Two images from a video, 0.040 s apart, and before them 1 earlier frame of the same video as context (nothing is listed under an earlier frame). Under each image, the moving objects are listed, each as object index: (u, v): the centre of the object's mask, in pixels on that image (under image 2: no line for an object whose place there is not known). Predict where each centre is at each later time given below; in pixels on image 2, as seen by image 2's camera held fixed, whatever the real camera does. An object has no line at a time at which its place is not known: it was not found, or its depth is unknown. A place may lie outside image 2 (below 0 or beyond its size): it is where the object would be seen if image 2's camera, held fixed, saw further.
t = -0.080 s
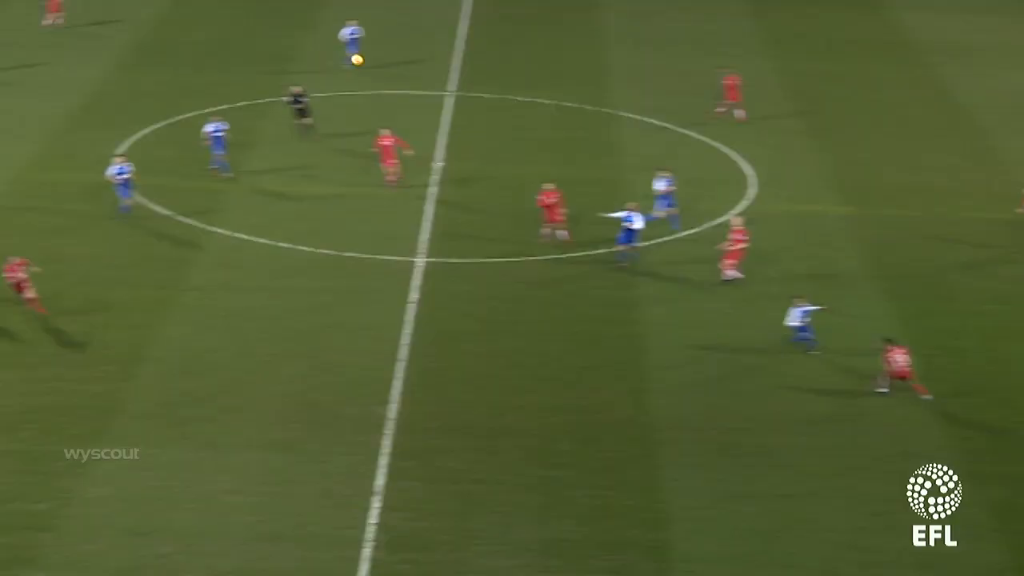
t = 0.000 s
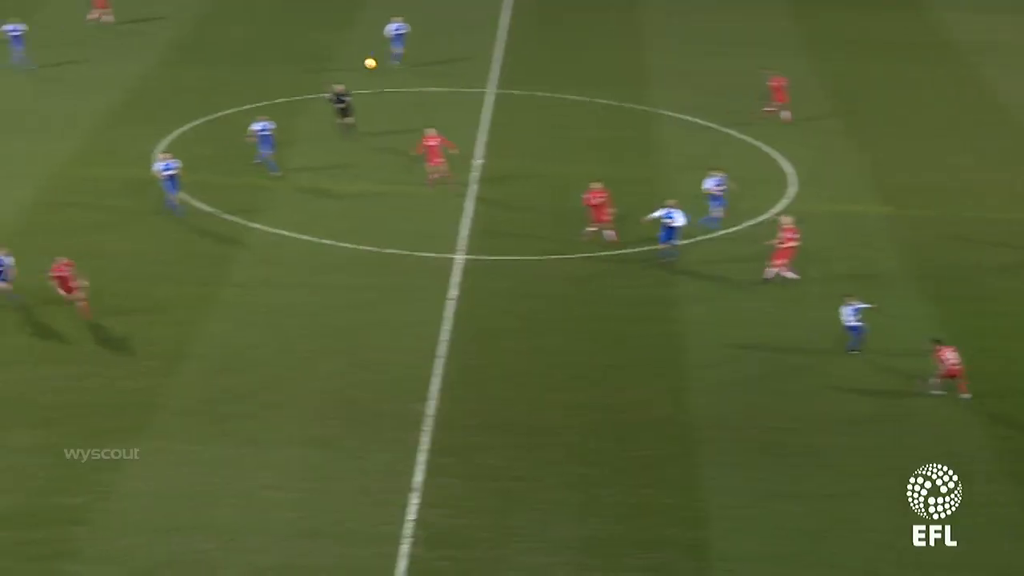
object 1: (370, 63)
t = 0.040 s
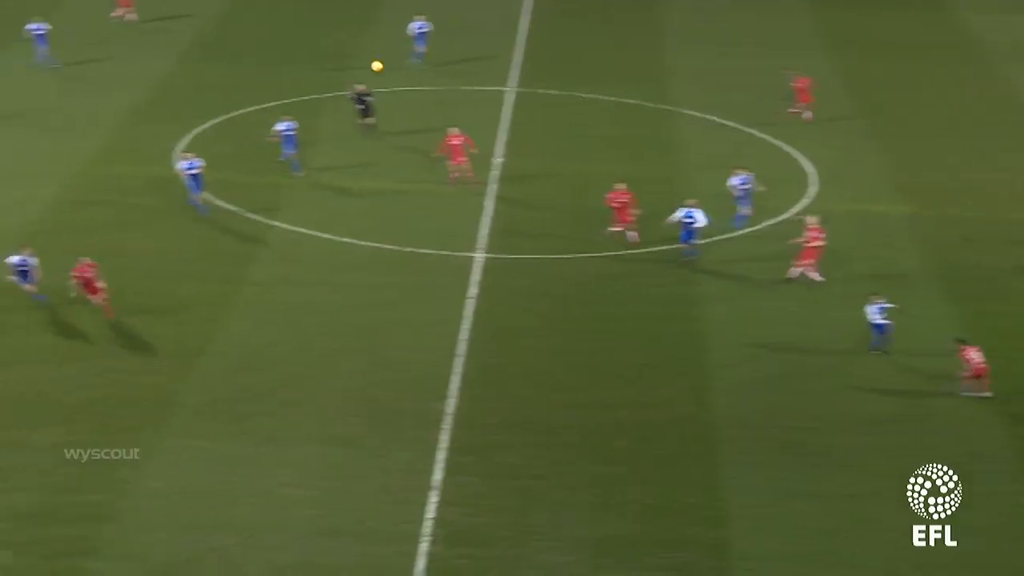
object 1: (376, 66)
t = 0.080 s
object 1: (364, 70)
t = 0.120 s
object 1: (352, 74)
